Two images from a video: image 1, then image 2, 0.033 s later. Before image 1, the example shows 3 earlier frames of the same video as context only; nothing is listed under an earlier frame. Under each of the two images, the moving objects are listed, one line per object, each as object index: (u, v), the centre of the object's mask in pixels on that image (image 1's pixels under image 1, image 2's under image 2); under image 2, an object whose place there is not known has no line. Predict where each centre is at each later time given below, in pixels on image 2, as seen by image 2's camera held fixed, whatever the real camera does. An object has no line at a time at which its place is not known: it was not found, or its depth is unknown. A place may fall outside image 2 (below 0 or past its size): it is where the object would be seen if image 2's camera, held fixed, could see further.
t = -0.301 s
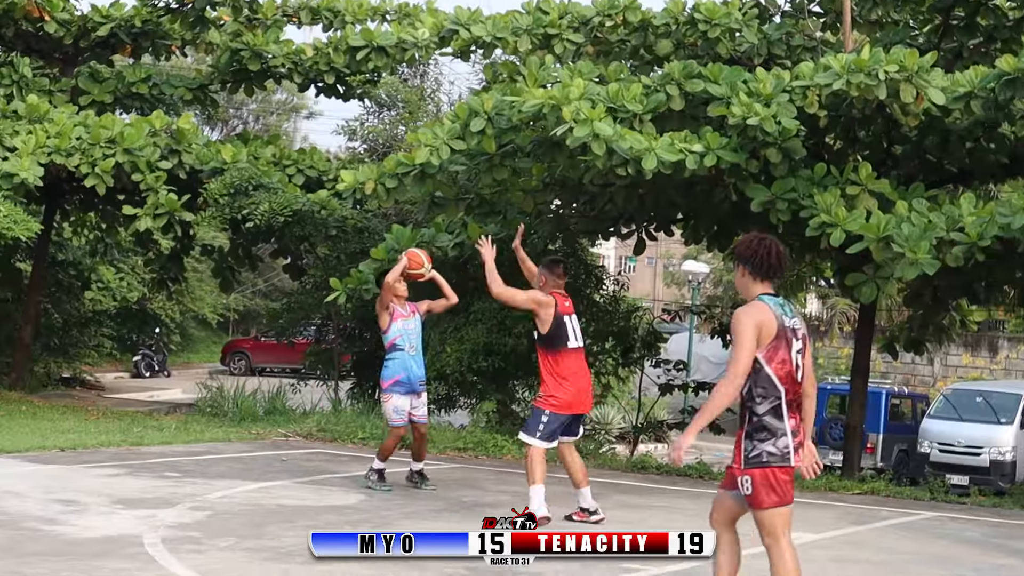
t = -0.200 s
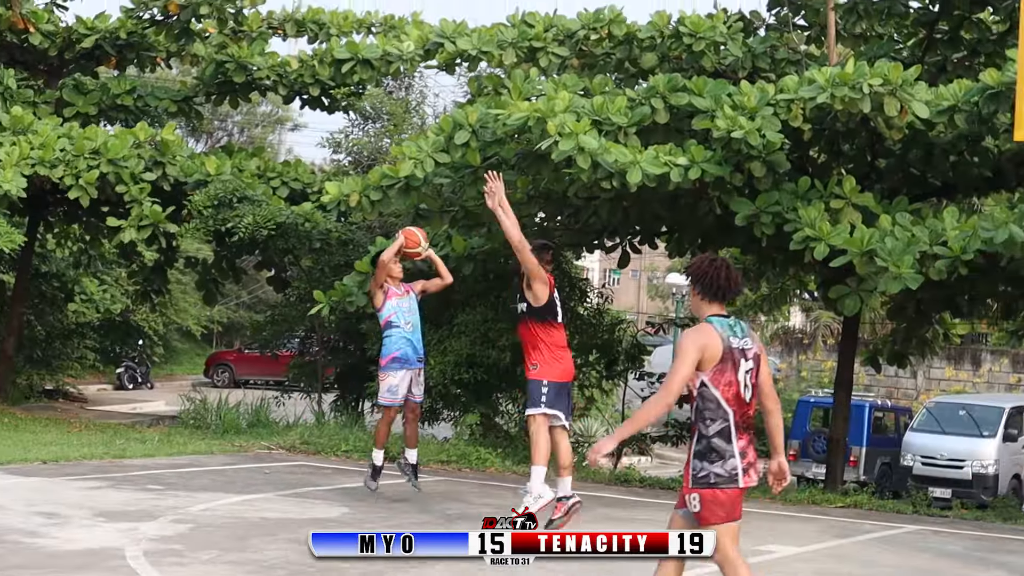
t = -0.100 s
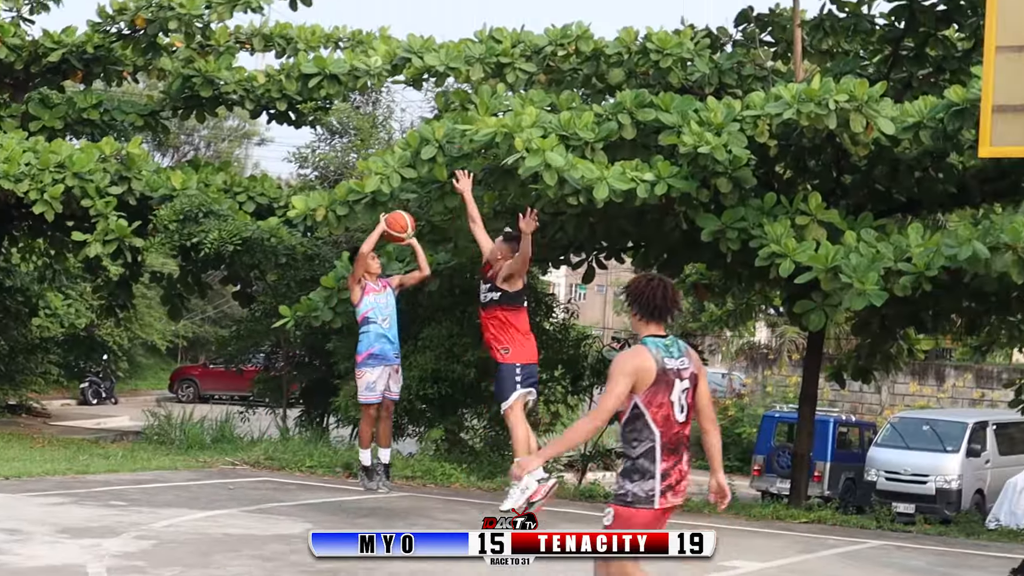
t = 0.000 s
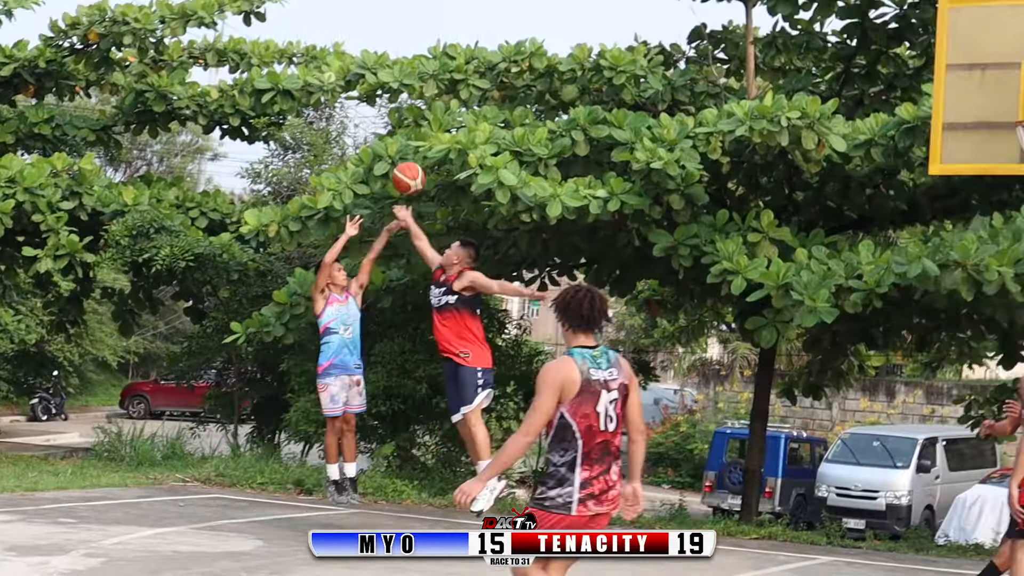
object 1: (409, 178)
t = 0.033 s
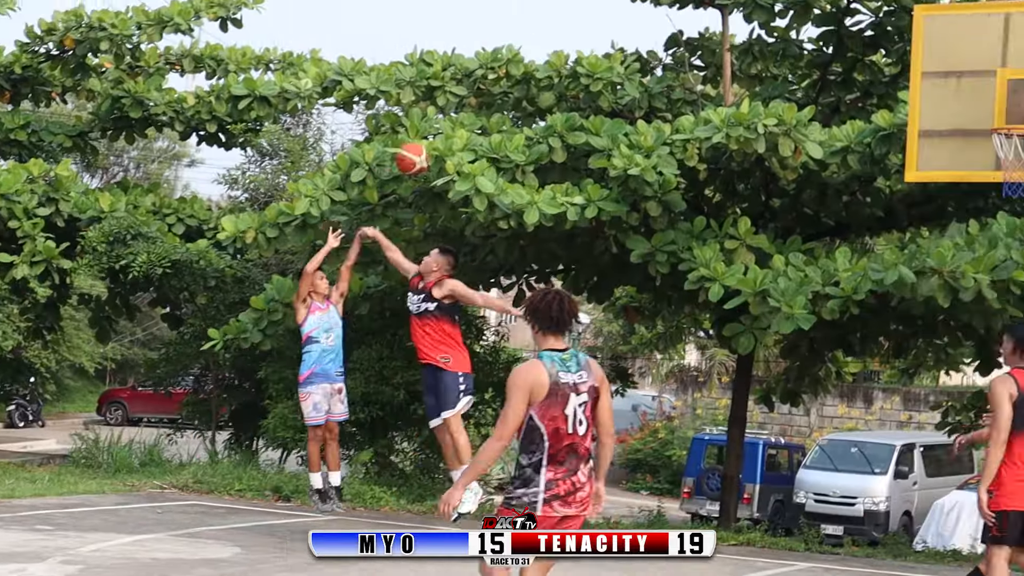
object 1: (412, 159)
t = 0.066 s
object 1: (426, 146)
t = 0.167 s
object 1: (493, 93)
